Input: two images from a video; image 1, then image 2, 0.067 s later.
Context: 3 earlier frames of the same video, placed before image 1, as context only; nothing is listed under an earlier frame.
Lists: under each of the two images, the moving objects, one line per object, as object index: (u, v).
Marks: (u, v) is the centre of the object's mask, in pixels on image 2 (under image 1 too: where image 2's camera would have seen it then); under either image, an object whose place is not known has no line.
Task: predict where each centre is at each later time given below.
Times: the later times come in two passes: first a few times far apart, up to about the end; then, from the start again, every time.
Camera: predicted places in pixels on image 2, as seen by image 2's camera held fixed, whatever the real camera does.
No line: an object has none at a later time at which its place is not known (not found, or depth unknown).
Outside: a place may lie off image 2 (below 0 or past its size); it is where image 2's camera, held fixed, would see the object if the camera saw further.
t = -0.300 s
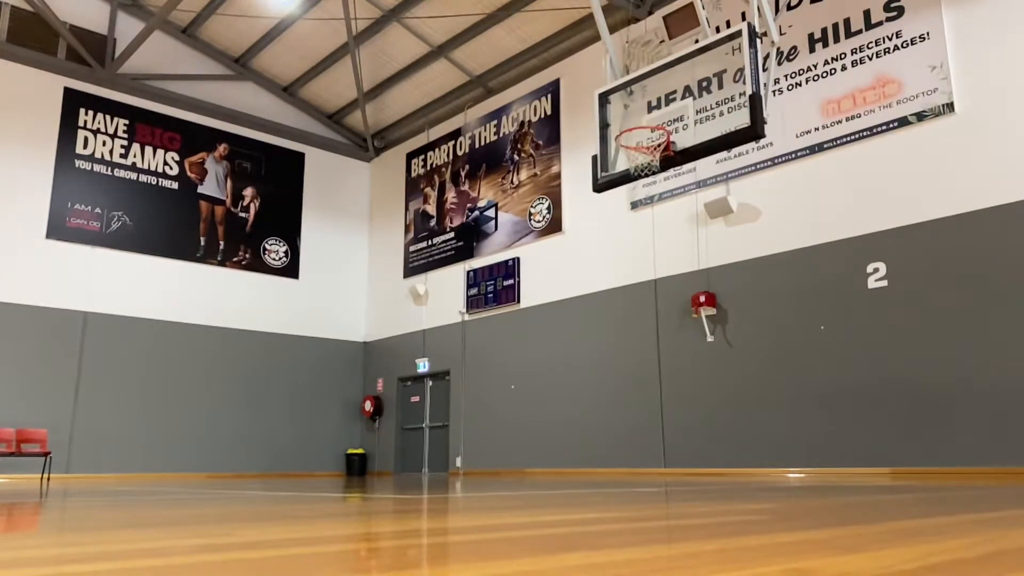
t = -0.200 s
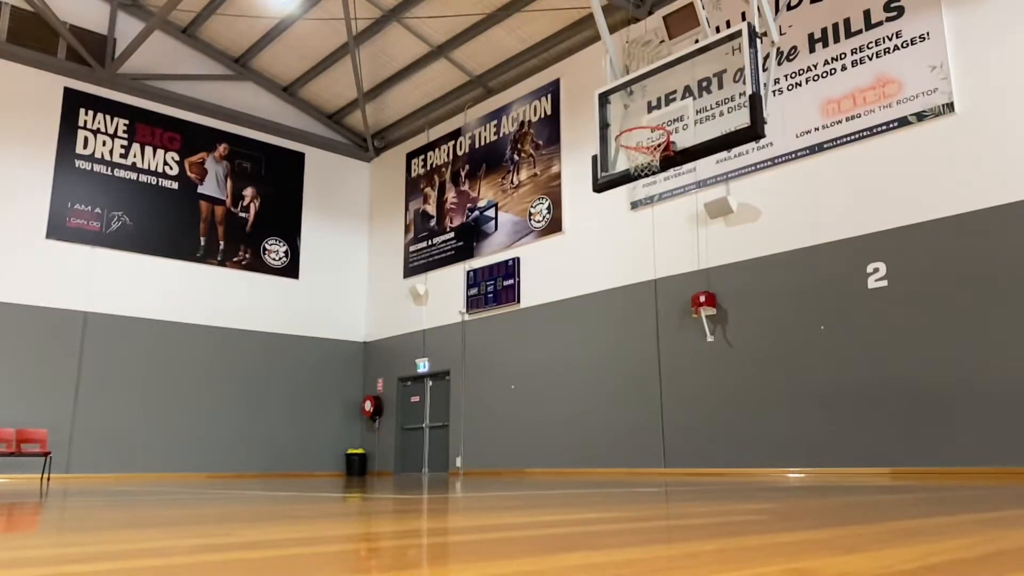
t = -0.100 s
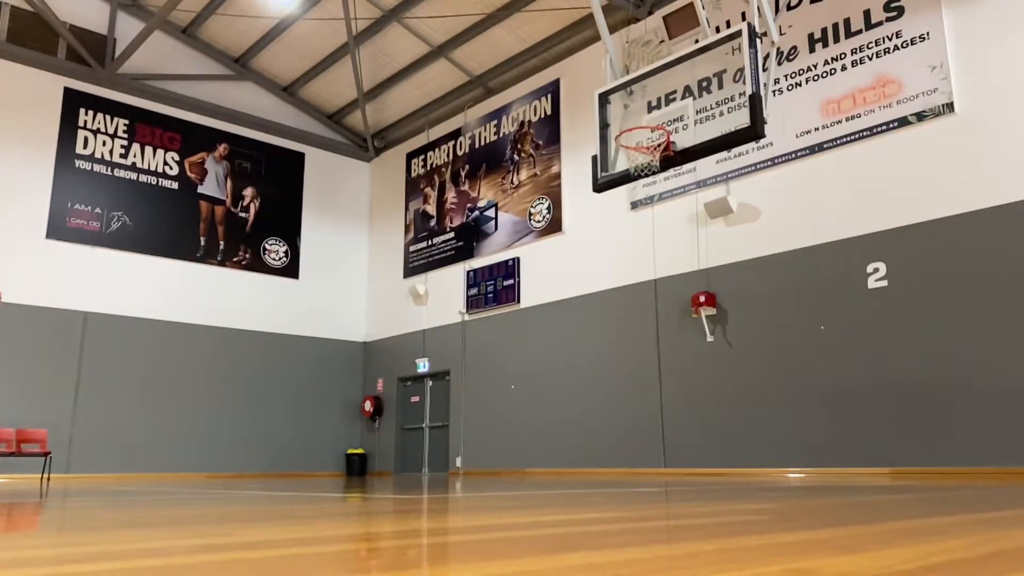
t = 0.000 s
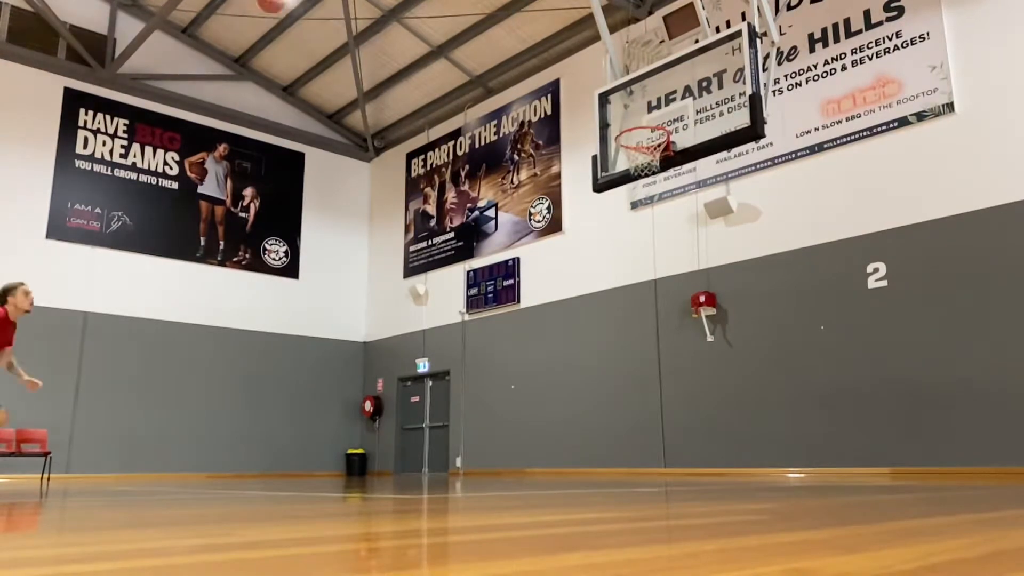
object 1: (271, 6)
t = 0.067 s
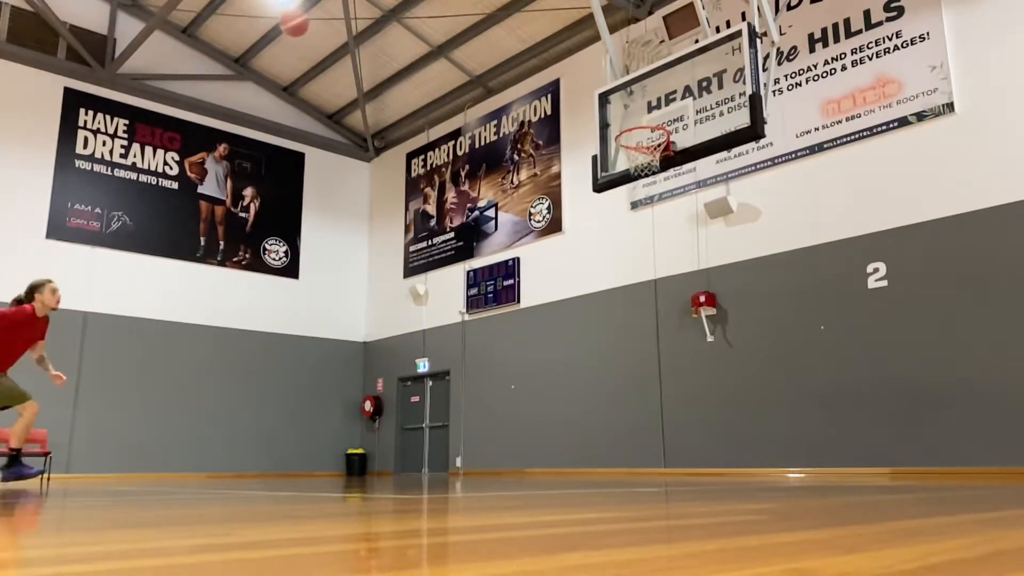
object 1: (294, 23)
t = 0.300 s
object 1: (375, 143)
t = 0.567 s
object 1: (473, 359)
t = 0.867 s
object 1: (538, 317)
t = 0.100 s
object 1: (305, 35)
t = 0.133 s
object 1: (317, 50)
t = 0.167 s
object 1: (328, 66)
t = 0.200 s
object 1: (340, 83)
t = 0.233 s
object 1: (352, 102)
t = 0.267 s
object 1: (363, 121)
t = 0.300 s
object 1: (375, 143)
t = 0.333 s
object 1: (387, 165)
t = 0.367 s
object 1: (400, 189)
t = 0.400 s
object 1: (411, 214)
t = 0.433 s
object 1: (423, 240)
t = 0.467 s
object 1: (436, 267)
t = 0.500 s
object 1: (448, 297)
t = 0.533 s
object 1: (461, 328)
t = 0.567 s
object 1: (473, 359)
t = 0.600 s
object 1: (485, 394)
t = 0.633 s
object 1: (498, 431)
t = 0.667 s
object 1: (512, 465)
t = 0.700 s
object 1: (516, 437)
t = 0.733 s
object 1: (521, 409)
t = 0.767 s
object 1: (525, 383)
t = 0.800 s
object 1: (529, 359)
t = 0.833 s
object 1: (534, 337)
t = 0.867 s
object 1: (538, 317)
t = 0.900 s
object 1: (542, 297)
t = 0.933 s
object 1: (547, 280)
